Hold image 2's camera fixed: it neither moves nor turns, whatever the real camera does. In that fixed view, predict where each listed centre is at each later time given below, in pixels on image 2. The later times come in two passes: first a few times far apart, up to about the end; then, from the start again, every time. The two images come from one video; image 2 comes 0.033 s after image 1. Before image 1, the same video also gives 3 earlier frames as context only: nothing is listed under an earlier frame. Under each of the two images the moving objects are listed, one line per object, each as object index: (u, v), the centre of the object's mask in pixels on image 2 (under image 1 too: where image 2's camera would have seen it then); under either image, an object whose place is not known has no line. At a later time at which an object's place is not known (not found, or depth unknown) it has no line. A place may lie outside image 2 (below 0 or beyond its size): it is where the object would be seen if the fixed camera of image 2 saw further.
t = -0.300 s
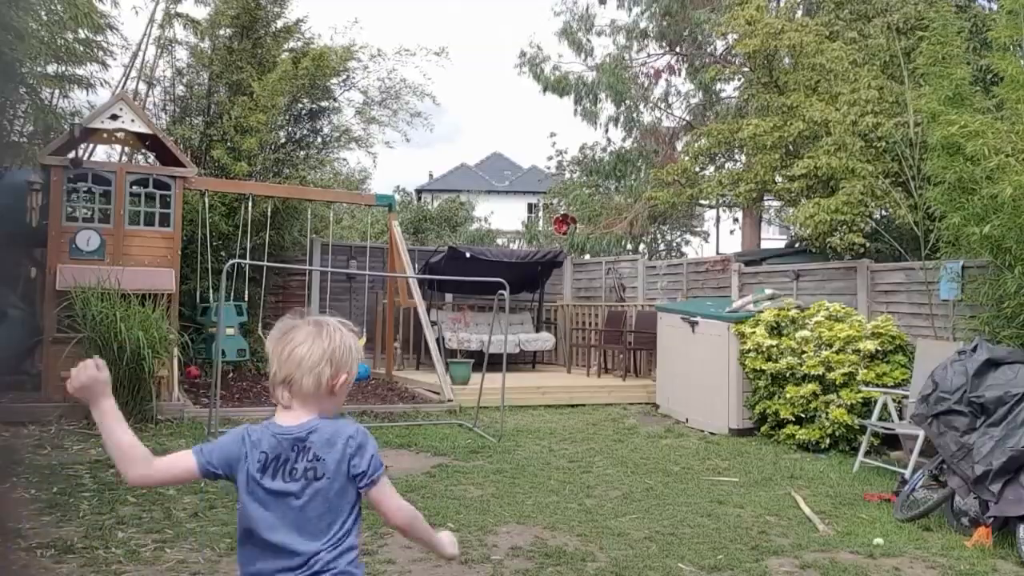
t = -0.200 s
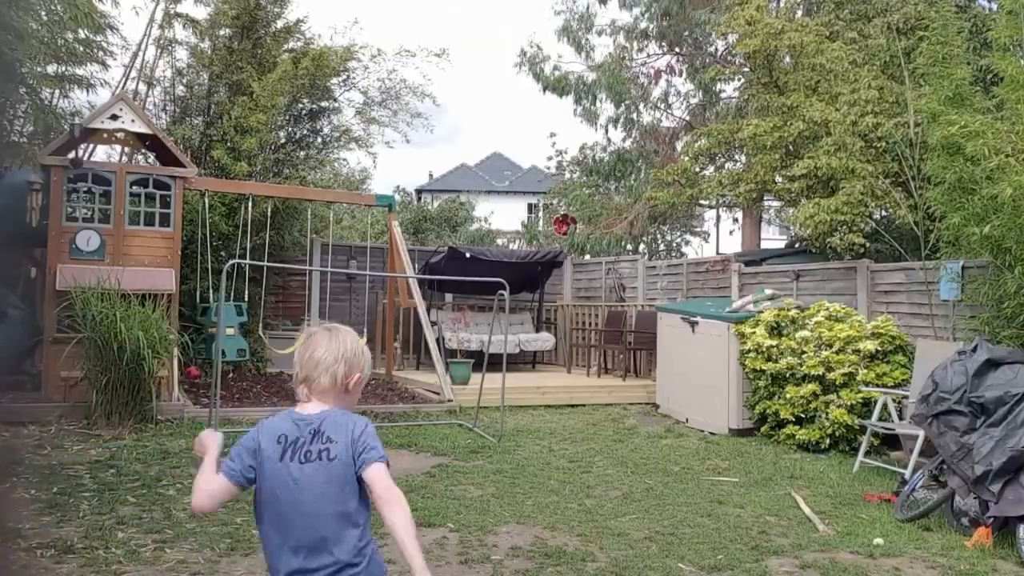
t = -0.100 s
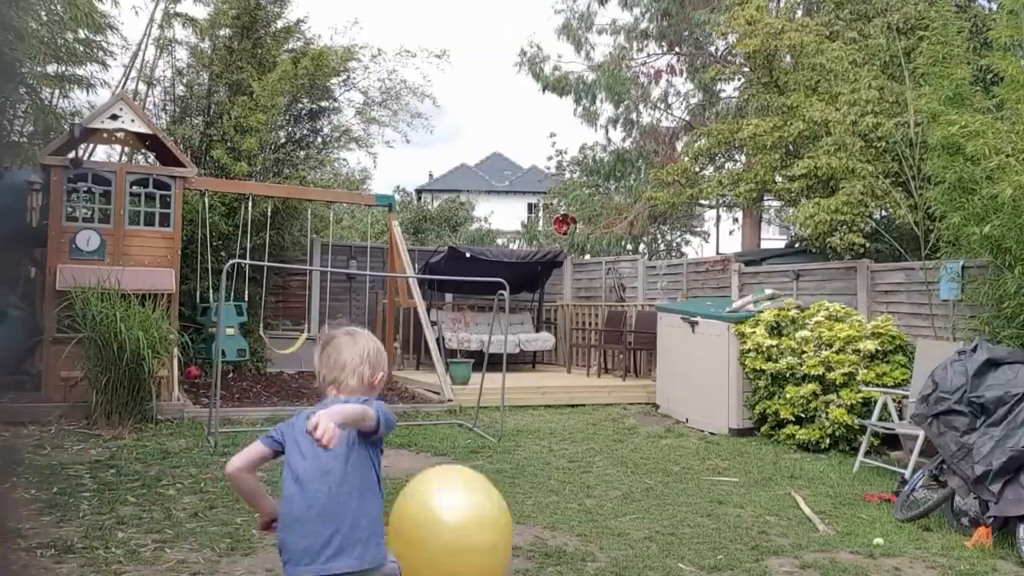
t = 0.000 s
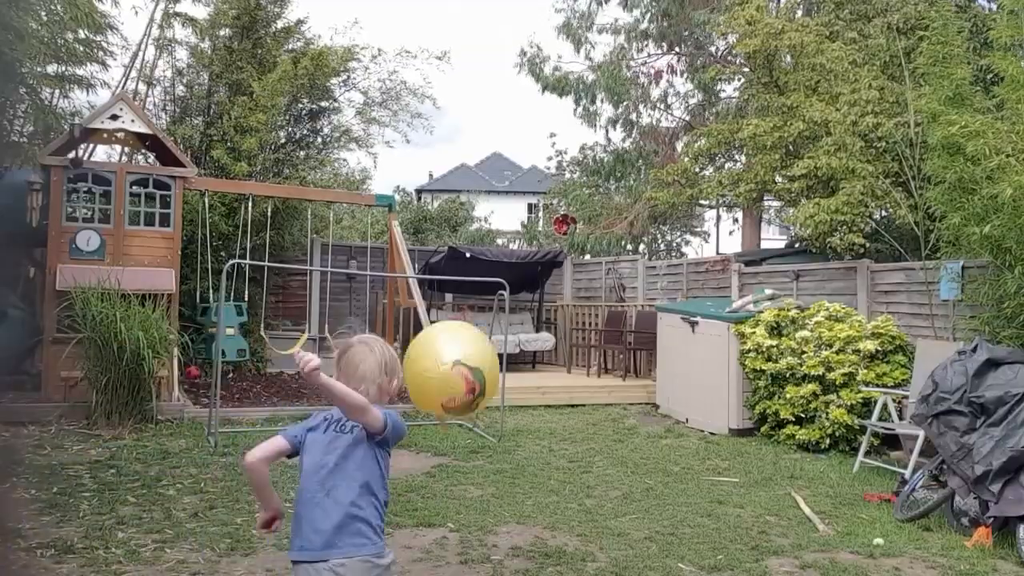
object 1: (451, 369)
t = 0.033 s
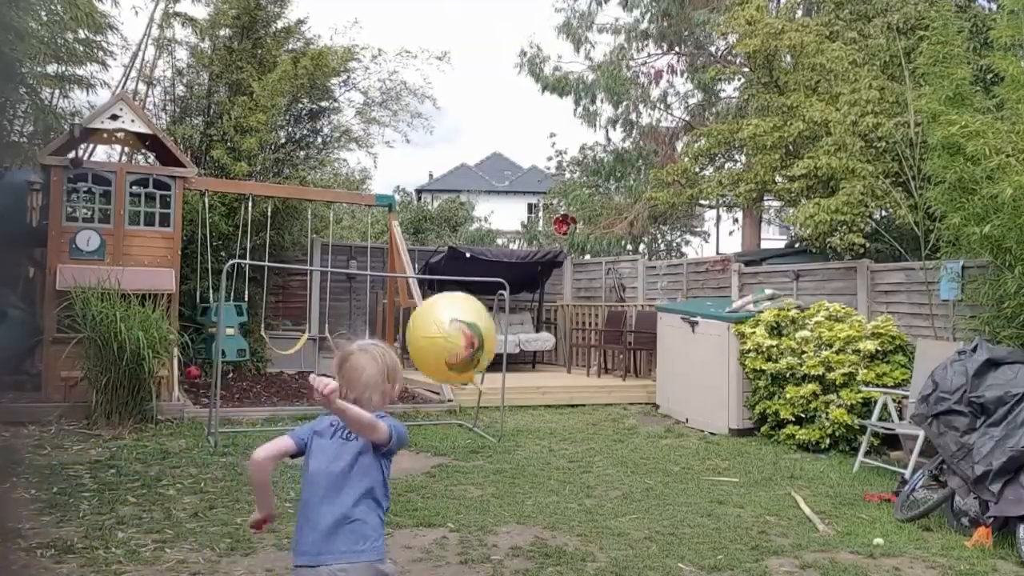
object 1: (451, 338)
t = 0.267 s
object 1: (450, 251)
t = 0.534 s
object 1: (450, 281)
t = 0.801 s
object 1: (479, 325)
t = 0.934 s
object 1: (494, 373)
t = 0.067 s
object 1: (452, 312)
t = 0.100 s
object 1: (452, 292)
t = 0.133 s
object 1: (451, 276)
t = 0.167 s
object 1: (451, 265)
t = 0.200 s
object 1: (450, 258)
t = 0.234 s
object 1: (450, 253)
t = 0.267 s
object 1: (450, 251)
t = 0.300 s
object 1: (450, 251)
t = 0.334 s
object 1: (450, 252)
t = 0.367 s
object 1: (450, 254)
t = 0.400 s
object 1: (450, 258)
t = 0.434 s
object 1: (450, 262)
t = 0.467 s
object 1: (450, 267)
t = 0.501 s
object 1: (450, 274)
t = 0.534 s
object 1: (450, 281)
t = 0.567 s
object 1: (450, 284)
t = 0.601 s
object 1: (455, 287)
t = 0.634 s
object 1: (459, 291)
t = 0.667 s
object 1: (463, 296)
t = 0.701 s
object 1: (467, 301)
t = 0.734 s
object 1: (471, 308)
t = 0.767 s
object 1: (476, 316)
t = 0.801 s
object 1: (479, 325)
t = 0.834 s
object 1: (483, 336)
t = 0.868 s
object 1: (486, 347)
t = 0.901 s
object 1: (490, 359)
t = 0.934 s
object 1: (494, 373)
